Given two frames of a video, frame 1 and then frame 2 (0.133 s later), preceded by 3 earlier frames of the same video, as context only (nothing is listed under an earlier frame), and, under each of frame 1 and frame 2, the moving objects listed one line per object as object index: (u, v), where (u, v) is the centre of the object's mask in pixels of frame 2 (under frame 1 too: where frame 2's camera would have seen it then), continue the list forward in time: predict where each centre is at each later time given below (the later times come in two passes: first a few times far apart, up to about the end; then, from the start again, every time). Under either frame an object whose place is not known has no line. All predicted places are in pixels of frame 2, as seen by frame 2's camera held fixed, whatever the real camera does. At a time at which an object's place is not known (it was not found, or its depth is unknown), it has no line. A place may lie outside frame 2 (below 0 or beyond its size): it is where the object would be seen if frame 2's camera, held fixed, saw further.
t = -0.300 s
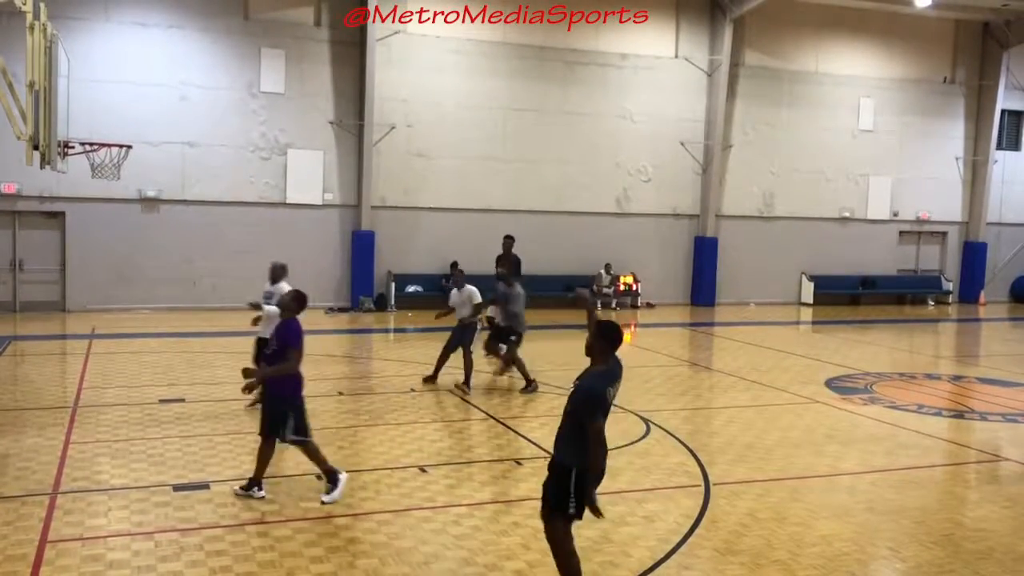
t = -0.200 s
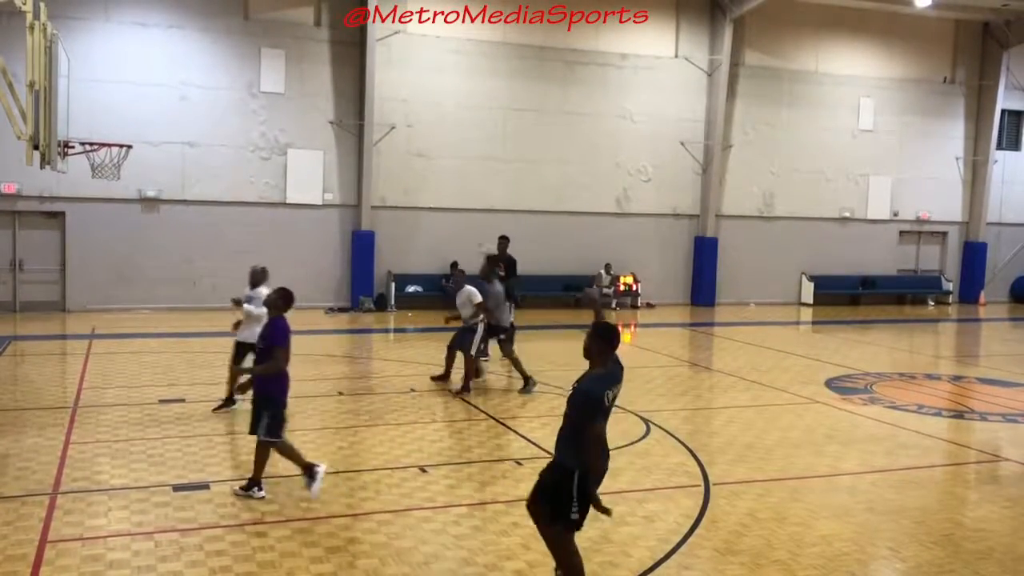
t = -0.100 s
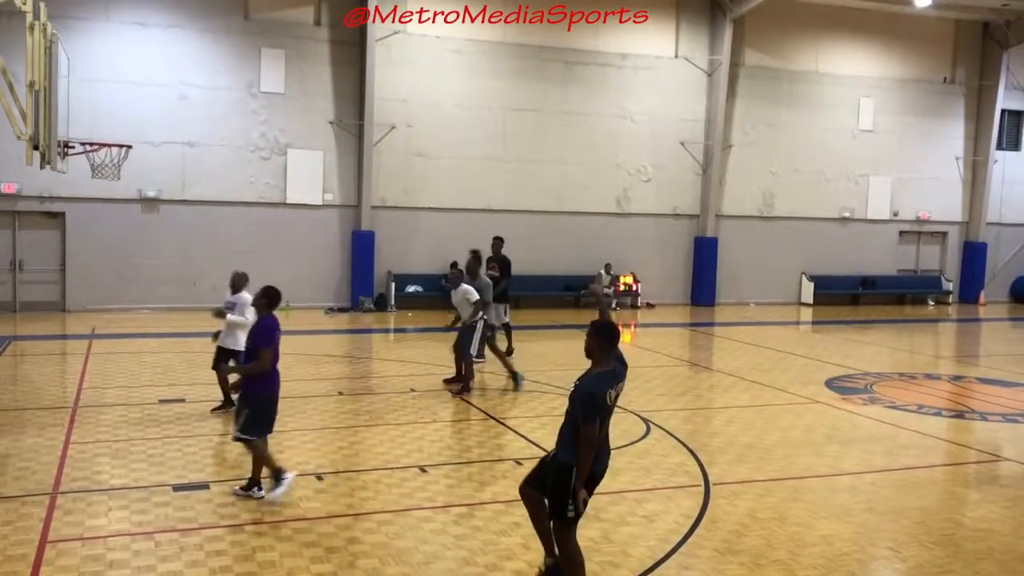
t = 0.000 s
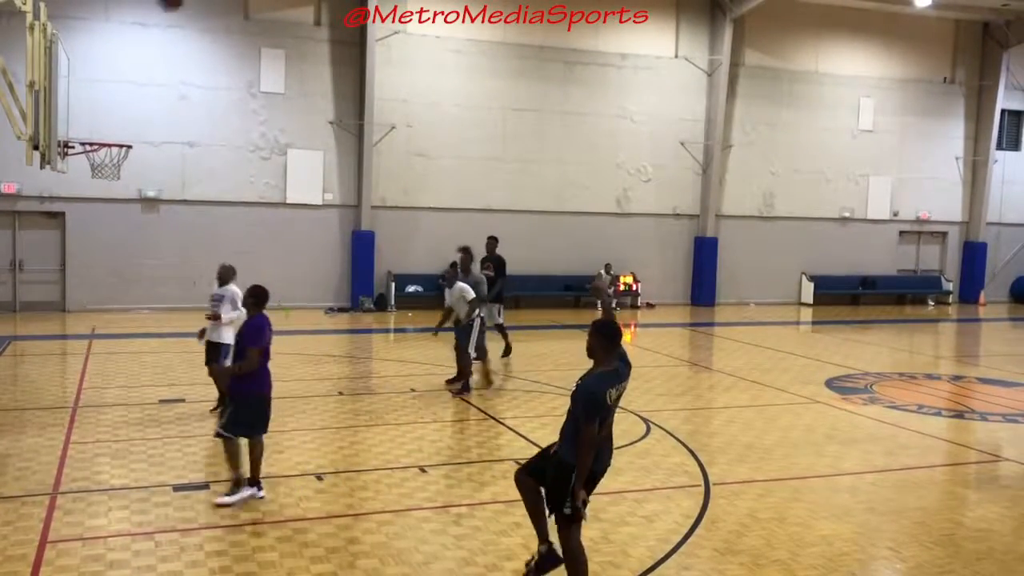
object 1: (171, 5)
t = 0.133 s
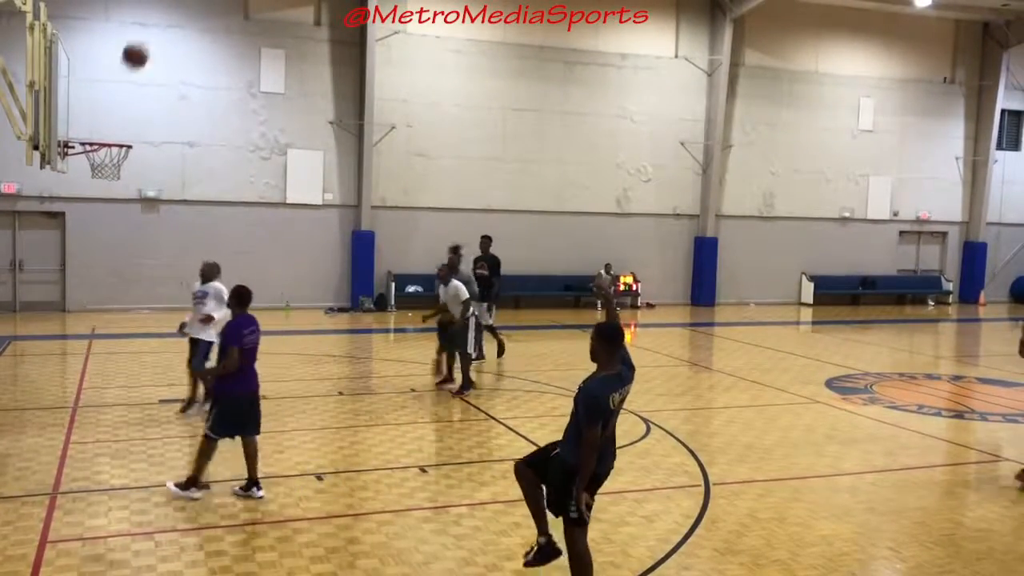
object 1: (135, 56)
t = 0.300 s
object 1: (96, 144)
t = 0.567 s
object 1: (114, 167)
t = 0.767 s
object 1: (95, 207)
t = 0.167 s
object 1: (126, 73)
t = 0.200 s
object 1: (118, 90)
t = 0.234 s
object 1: (110, 109)
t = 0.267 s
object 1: (102, 127)
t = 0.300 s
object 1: (96, 144)
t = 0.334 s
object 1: (109, 156)
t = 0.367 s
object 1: (118, 165)
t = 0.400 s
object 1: (122, 162)
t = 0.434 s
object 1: (123, 158)
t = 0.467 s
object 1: (122, 159)
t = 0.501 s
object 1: (120, 160)
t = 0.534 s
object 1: (118, 165)
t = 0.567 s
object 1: (114, 167)
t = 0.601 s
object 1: (112, 173)
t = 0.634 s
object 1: (108, 176)
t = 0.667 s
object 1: (105, 182)
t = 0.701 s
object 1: (102, 190)
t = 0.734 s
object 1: (99, 198)
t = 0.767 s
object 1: (95, 207)
